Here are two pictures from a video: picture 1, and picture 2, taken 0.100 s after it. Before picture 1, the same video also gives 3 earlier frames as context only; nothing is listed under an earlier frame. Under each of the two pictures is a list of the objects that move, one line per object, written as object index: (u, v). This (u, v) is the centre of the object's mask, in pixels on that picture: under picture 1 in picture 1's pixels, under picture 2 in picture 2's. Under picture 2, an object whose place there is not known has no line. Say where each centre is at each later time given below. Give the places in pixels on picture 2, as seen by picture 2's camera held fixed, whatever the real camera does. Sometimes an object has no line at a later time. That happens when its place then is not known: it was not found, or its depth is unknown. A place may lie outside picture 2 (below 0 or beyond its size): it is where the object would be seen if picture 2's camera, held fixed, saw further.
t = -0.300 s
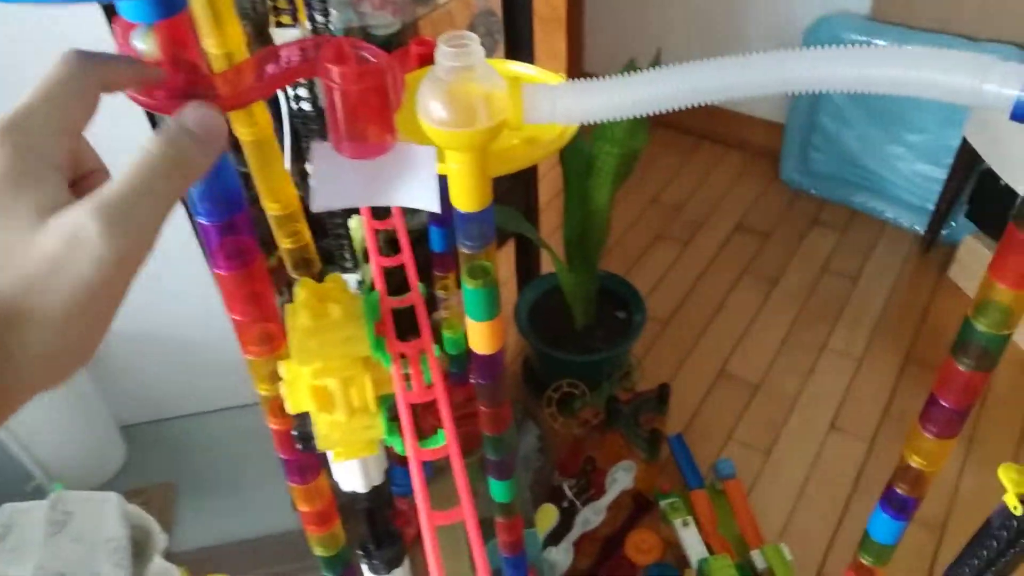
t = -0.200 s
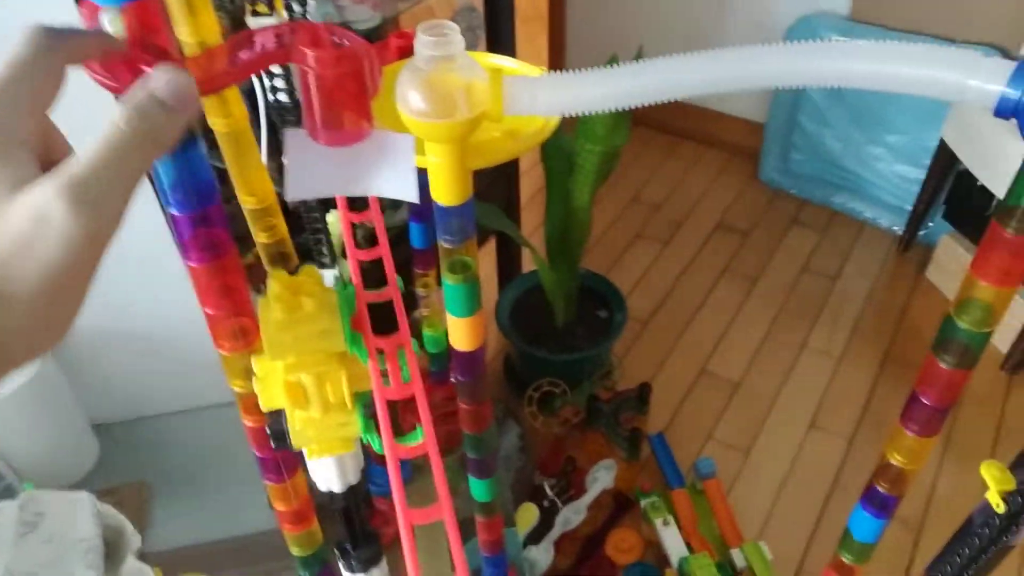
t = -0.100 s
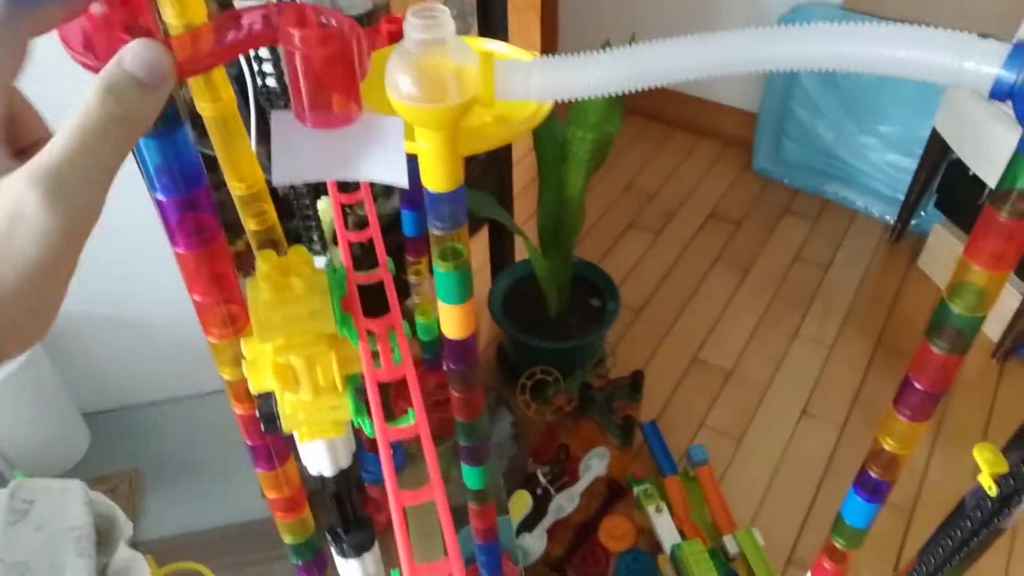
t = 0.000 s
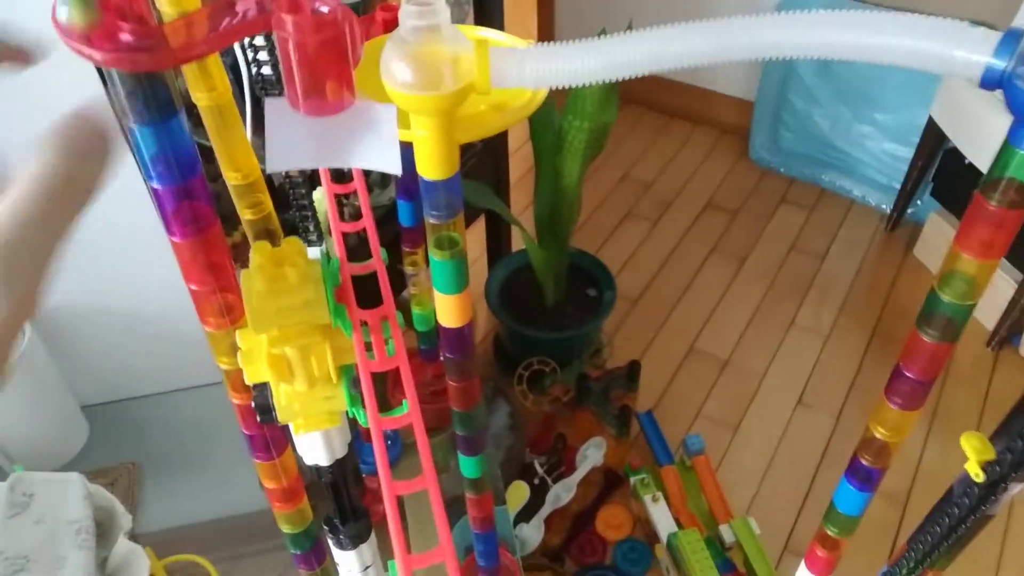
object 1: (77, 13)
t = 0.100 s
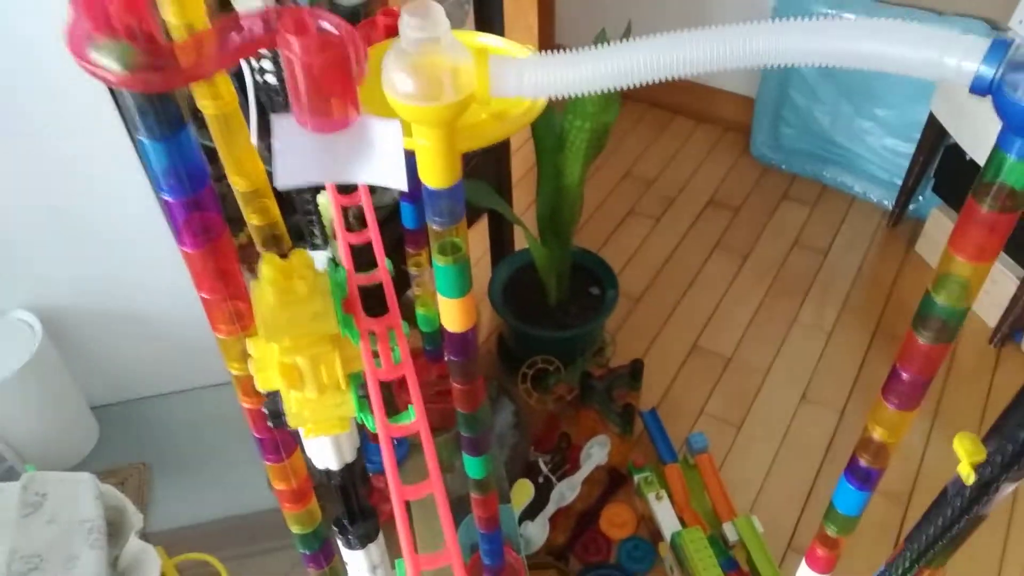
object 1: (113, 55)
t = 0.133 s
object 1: (135, 59)
